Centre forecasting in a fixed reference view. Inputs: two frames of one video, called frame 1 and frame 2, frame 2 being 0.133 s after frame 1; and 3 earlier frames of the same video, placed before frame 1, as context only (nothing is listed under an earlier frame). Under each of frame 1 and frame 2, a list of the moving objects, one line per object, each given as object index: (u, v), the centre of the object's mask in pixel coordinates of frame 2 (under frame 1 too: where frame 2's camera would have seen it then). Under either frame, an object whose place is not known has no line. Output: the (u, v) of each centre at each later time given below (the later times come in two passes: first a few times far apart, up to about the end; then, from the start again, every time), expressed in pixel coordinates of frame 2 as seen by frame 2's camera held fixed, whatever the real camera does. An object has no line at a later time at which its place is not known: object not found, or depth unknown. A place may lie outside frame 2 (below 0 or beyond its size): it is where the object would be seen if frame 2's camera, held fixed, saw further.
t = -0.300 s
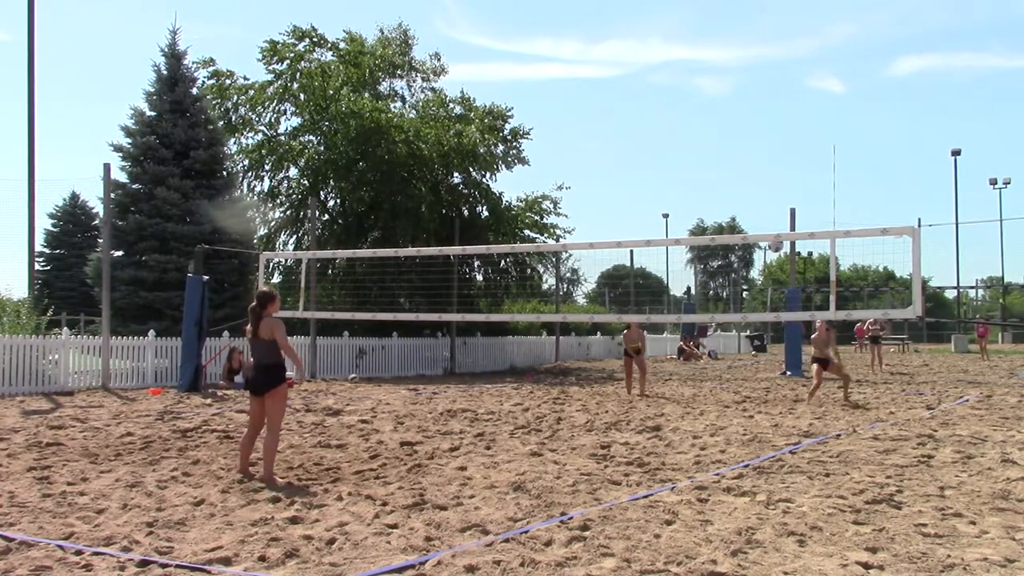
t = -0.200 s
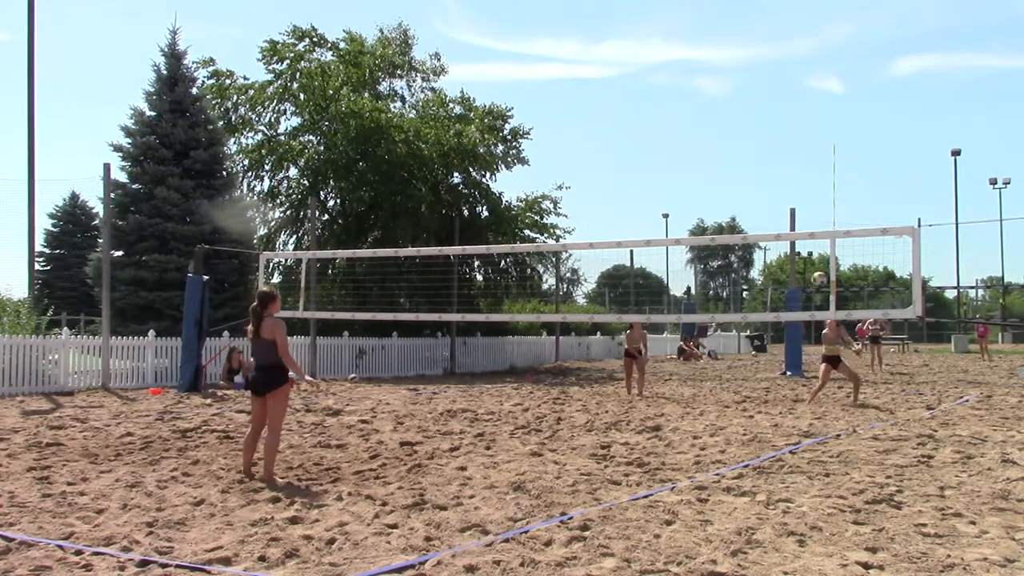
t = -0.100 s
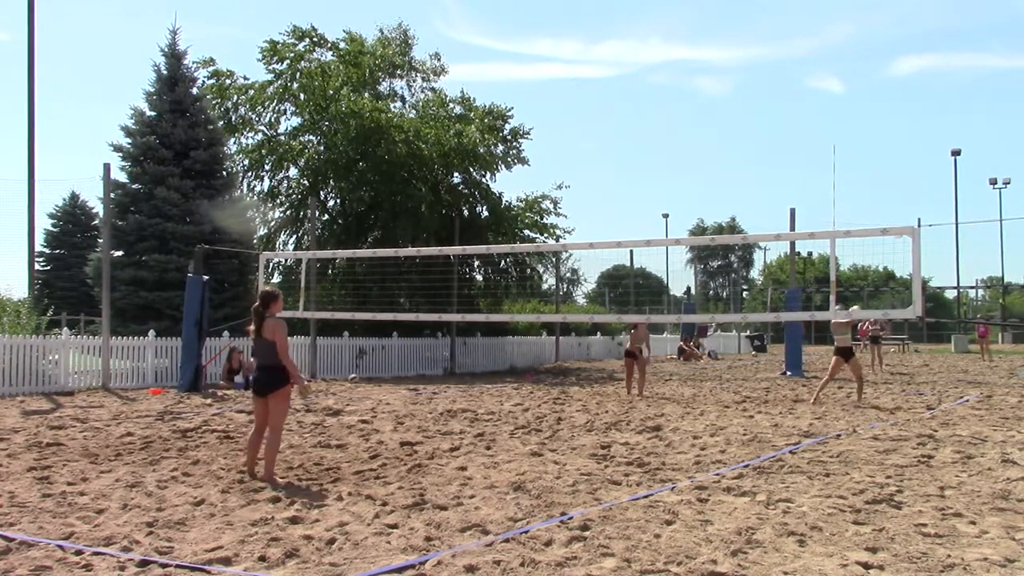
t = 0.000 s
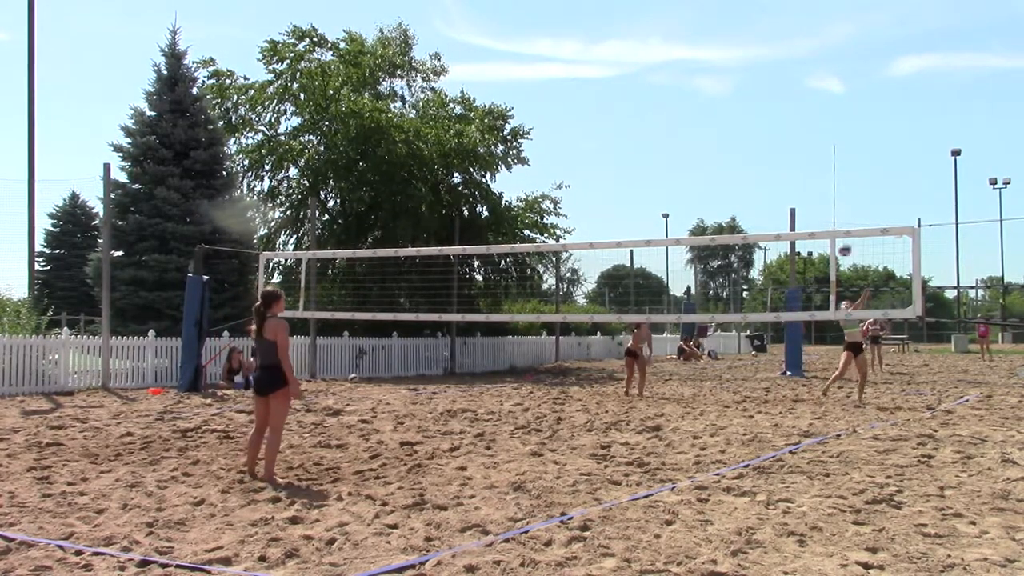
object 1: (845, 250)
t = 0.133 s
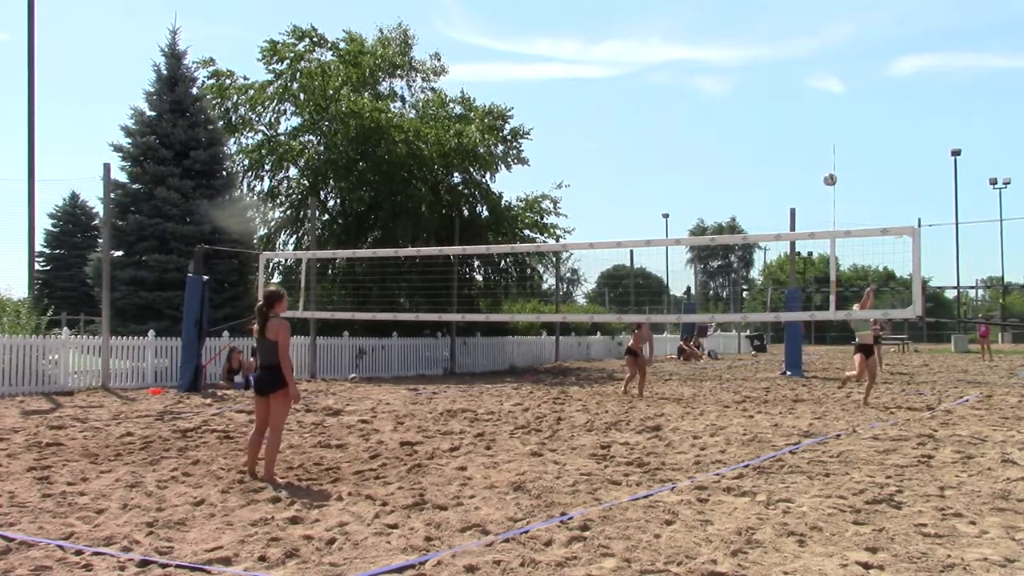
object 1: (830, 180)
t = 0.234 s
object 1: (820, 137)
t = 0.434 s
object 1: (800, 75)
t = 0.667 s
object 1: (782, 39)
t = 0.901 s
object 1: (765, 34)
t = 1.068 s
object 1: (754, 50)
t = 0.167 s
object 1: (826, 164)
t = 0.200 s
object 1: (824, 150)
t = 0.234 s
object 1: (820, 137)
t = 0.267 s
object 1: (816, 124)
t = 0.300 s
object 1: (813, 113)
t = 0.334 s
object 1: (810, 102)
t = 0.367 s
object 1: (807, 92)
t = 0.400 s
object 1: (804, 83)
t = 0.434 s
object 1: (800, 75)
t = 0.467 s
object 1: (798, 67)
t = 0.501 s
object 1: (795, 61)
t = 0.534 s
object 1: (792, 55)
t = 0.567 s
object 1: (789, 50)
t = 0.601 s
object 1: (787, 45)
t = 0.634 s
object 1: (784, 41)
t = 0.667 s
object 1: (782, 39)
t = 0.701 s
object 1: (779, 36)
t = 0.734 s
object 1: (777, 34)
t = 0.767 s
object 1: (774, 33)
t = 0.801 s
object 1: (771, 32)
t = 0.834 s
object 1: (769, 33)
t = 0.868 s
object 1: (767, 33)
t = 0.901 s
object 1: (765, 34)
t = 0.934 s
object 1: (763, 36)
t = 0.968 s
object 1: (760, 39)
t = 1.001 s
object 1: (758, 42)
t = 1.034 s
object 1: (756, 46)
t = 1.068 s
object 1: (754, 50)
